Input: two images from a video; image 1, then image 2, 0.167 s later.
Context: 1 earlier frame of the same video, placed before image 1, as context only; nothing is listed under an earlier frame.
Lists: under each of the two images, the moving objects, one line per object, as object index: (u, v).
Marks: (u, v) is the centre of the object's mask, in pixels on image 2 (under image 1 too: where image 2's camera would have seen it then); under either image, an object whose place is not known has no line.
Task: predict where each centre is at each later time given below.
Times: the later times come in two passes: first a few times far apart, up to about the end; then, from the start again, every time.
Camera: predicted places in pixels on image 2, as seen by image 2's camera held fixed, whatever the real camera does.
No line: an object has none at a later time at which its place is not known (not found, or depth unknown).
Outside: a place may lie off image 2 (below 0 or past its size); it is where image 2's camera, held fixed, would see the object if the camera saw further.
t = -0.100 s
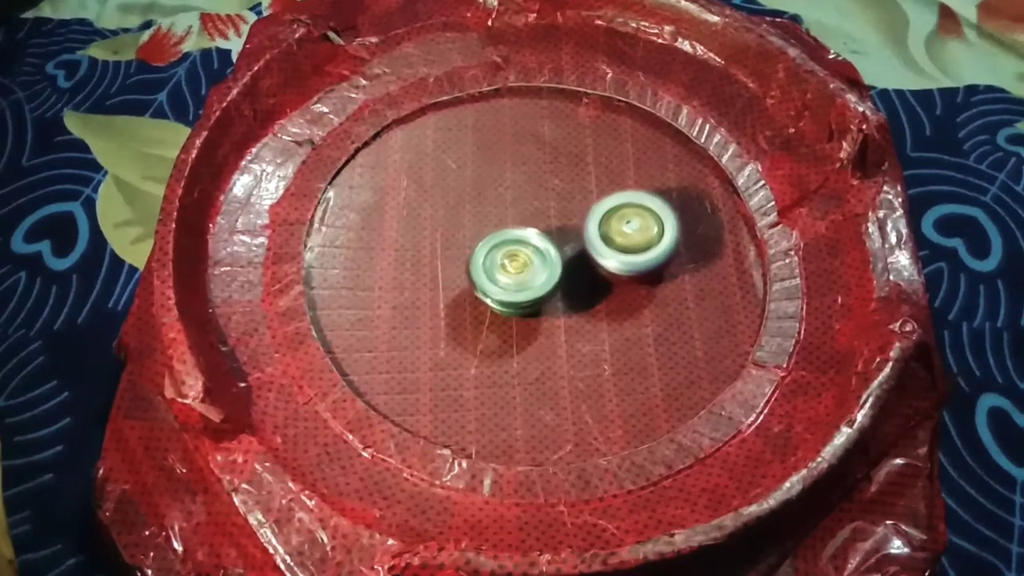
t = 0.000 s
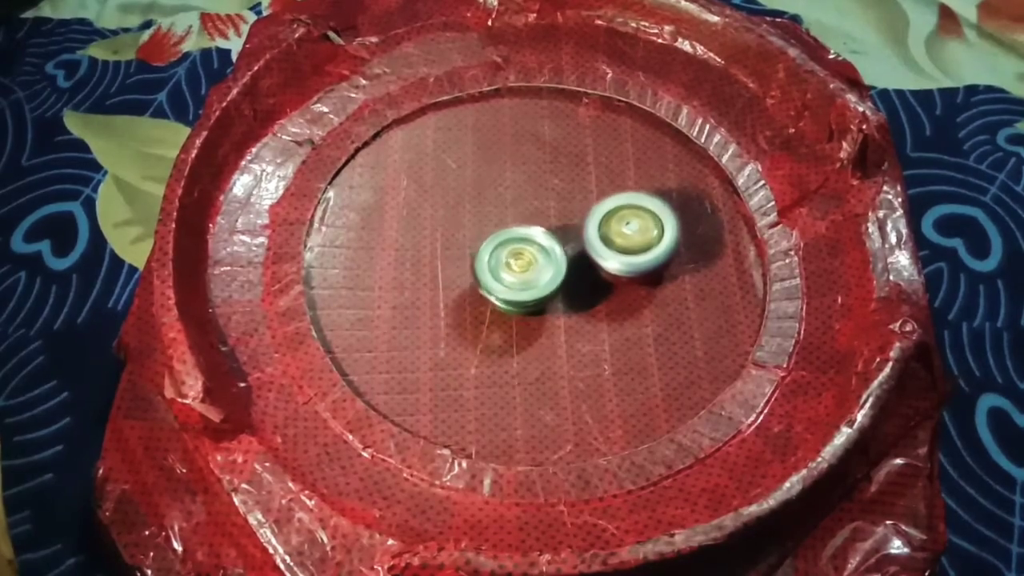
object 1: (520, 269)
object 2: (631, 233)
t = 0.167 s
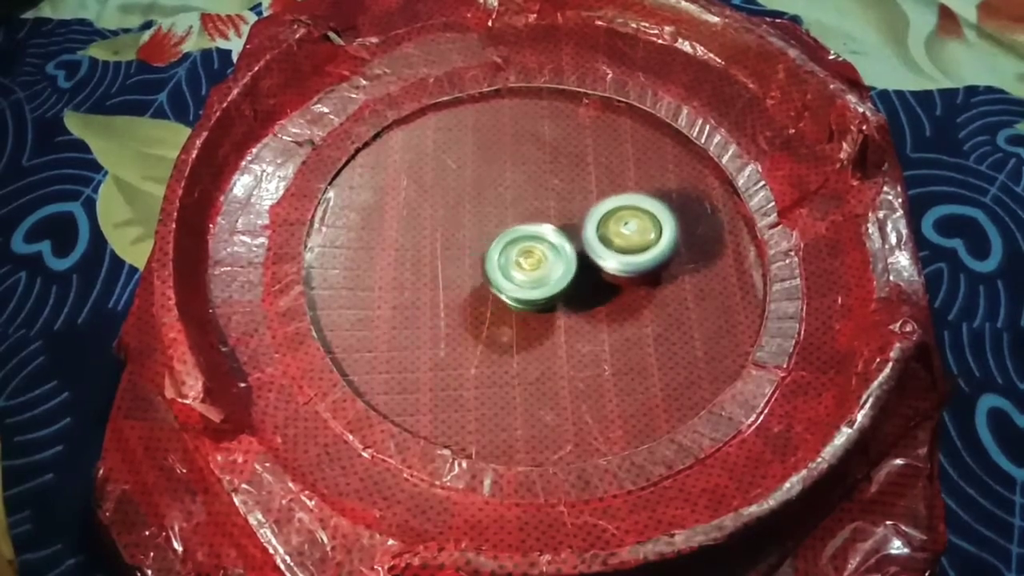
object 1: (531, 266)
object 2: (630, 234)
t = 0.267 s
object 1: (515, 269)
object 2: (645, 232)
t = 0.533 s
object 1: (501, 269)
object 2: (648, 229)
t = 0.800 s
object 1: (502, 261)
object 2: (644, 228)
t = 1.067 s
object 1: (529, 256)
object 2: (631, 228)
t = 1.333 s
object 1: (524, 271)
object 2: (620, 229)
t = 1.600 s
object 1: (482, 287)
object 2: (644, 223)
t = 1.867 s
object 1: (450, 278)
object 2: (647, 220)
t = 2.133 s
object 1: (470, 254)
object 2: (643, 227)
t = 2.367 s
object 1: (524, 244)
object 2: (637, 224)
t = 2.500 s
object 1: (535, 244)
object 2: (634, 228)
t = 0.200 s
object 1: (532, 265)
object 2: (629, 234)
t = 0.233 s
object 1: (523, 267)
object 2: (638, 233)
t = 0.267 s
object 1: (515, 269)
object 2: (645, 232)
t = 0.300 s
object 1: (511, 271)
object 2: (646, 232)
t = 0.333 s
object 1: (509, 273)
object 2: (646, 231)
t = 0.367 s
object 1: (507, 273)
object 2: (647, 230)
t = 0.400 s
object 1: (505, 273)
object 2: (647, 230)
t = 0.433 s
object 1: (504, 272)
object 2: (647, 230)
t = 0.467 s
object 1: (502, 271)
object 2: (649, 229)
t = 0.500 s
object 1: (501, 271)
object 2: (649, 229)
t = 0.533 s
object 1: (501, 269)
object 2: (648, 229)
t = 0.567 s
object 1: (501, 268)
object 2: (648, 229)
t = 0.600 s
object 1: (499, 266)
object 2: (648, 229)
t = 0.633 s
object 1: (499, 265)
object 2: (648, 228)
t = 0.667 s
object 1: (499, 264)
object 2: (647, 228)
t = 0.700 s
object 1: (500, 263)
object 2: (647, 228)
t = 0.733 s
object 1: (500, 262)
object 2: (646, 228)
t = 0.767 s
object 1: (500, 262)
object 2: (644, 228)
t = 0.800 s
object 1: (502, 261)
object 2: (644, 228)
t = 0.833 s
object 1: (504, 261)
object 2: (644, 228)
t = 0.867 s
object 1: (507, 261)
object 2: (643, 228)
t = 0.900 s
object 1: (510, 260)
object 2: (643, 228)
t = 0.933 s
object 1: (514, 260)
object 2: (642, 228)
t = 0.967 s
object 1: (519, 258)
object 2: (639, 228)
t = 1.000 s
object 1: (523, 257)
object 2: (636, 228)
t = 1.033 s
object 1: (526, 256)
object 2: (634, 228)
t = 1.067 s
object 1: (529, 256)
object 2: (631, 228)
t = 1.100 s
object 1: (532, 256)
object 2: (629, 228)
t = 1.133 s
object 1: (533, 257)
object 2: (628, 228)
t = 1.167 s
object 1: (528, 259)
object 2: (630, 229)
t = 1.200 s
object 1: (524, 263)
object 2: (627, 229)
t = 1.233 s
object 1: (522, 266)
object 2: (626, 229)
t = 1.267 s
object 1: (523, 268)
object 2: (624, 229)
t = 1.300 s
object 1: (523, 270)
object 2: (622, 230)
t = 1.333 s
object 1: (524, 271)
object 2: (620, 229)
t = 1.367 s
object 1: (524, 271)
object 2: (618, 229)
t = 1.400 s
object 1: (524, 271)
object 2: (617, 230)
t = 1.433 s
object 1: (524, 272)
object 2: (615, 230)
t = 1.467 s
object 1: (524, 273)
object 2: (613, 230)
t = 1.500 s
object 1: (524, 273)
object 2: (612, 231)
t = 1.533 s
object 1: (508, 277)
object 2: (627, 226)
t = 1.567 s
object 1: (491, 284)
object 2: (640, 223)
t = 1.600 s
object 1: (482, 287)
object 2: (644, 223)
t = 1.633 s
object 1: (477, 288)
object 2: (644, 221)
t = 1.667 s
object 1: (472, 288)
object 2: (646, 221)
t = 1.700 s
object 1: (467, 287)
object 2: (646, 220)
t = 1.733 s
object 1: (461, 286)
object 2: (647, 219)
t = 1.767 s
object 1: (458, 284)
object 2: (647, 219)
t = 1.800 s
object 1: (454, 282)
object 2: (647, 219)
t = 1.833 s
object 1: (451, 280)
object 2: (648, 219)
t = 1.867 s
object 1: (450, 278)
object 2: (647, 220)
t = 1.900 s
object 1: (451, 276)
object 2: (647, 220)
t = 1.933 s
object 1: (452, 273)
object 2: (647, 221)
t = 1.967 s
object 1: (453, 270)
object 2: (647, 222)
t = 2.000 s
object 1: (455, 265)
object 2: (646, 223)
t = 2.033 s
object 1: (457, 262)
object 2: (647, 224)
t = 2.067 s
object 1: (462, 259)
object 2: (645, 226)
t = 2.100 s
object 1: (466, 257)
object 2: (644, 227)
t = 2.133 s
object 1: (470, 254)
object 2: (643, 227)
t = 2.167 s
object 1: (477, 252)
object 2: (644, 226)
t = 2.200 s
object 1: (483, 250)
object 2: (644, 225)
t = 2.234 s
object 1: (490, 248)
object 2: (645, 224)
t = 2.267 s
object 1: (498, 247)
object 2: (645, 224)
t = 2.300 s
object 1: (507, 246)
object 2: (644, 224)
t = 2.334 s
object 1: (516, 245)
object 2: (642, 223)
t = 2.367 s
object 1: (524, 244)
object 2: (637, 224)
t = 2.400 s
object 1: (530, 244)
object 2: (631, 225)
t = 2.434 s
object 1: (532, 242)
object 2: (634, 225)
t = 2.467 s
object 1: (532, 242)
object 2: (636, 226)
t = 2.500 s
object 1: (535, 244)
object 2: (634, 228)
